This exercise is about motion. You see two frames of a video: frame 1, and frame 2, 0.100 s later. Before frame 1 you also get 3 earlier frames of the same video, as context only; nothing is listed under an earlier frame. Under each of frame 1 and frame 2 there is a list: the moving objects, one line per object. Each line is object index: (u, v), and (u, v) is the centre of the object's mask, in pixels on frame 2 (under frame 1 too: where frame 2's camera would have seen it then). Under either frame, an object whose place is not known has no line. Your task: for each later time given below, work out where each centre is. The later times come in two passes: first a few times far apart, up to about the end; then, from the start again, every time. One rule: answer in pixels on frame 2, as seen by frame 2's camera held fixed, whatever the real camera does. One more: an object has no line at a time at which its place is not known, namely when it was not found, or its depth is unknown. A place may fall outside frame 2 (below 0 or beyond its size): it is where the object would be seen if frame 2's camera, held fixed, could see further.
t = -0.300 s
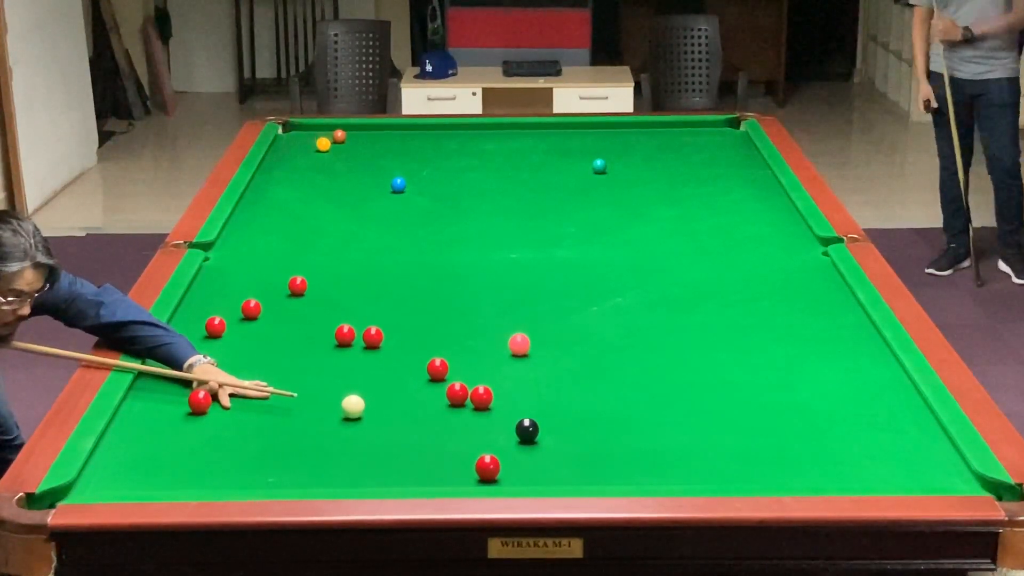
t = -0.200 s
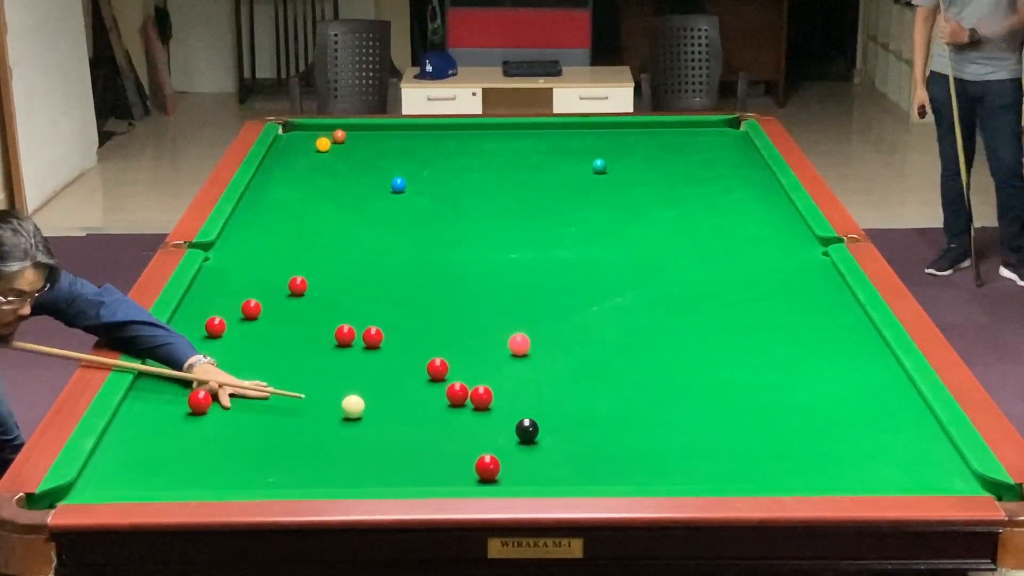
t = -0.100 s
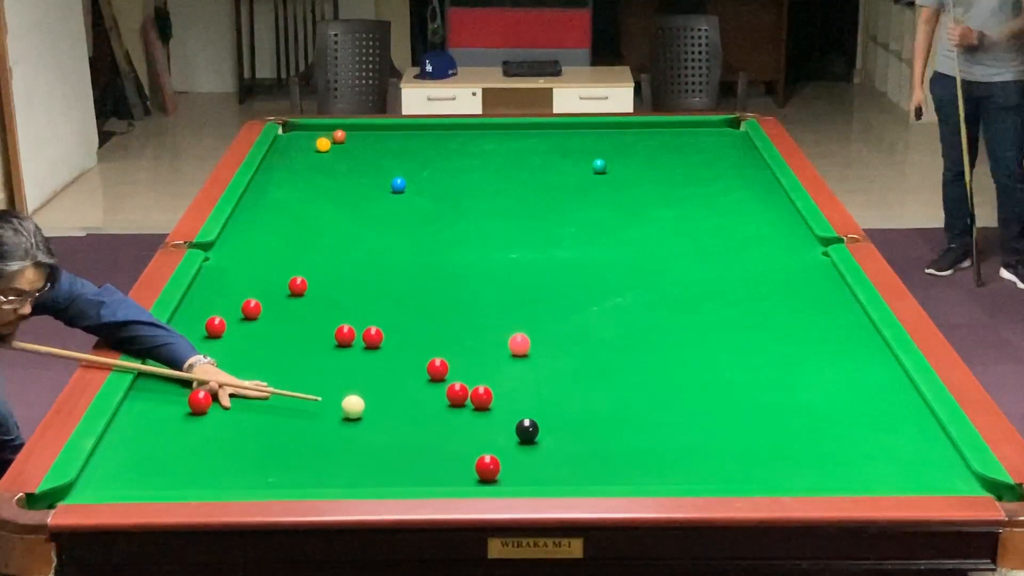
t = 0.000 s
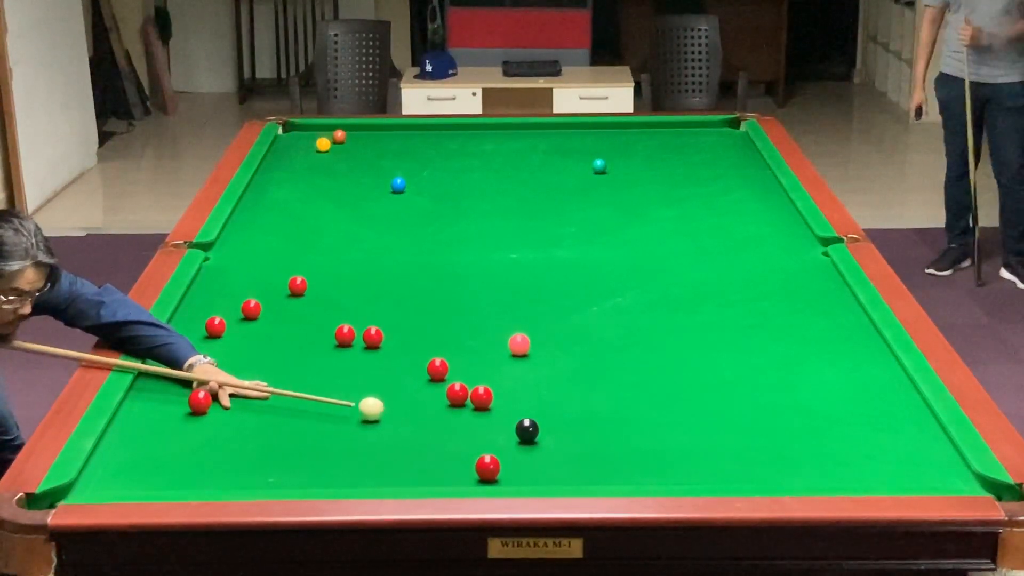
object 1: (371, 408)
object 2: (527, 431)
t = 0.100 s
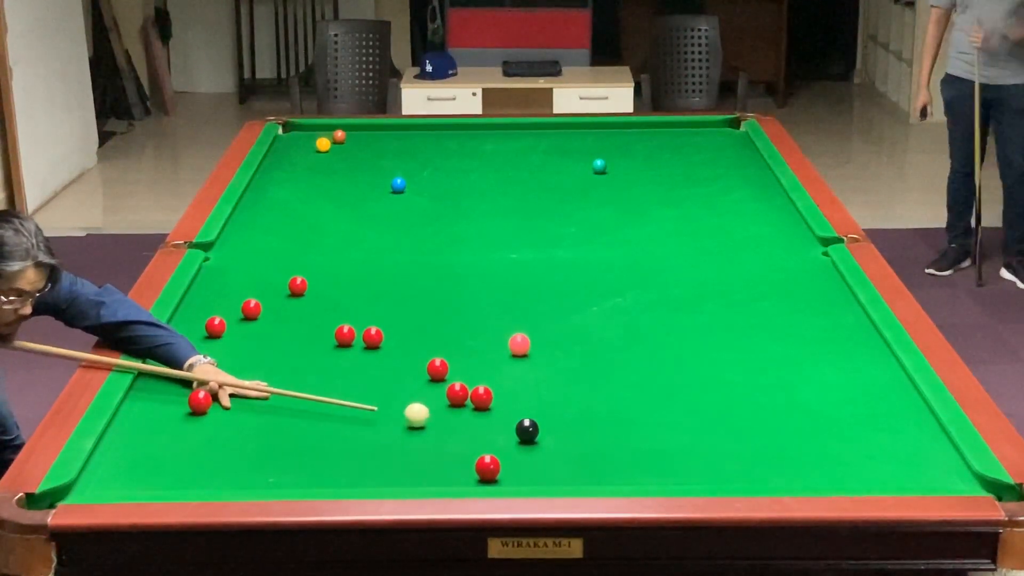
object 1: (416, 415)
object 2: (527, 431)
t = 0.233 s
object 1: (475, 423)
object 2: (527, 431)
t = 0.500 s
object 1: (518, 430)
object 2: (594, 440)
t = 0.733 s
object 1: (539, 434)
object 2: (661, 448)
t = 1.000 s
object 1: (561, 438)
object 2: (737, 458)
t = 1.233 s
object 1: (579, 441)
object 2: (803, 466)
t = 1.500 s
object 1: (597, 444)
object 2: (877, 474)
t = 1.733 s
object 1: (611, 446)
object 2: (942, 478)
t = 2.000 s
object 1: (625, 449)
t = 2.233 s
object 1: (635, 450)
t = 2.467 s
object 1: (644, 452)
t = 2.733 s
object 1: (651, 453)
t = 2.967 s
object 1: (654, 454)
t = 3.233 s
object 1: (657, 454)
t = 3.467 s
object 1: (657, 454)
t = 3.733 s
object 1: (657, 454)
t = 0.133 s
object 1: (431, 417)
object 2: (527, 431)
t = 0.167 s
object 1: (446, 419)
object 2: (527, 431)
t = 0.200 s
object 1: (460, 421)
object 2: (527, 431)
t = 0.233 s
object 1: (475, 423)
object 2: (527, 431)
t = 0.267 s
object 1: (489, 425)
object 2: (527, 431)
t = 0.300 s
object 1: (503, 427)
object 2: (527, 431)
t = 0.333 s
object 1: (504, 427)
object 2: (541, 433)
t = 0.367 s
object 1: (506, 427)
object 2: (553, 434)
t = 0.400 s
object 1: (508, 428)
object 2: (564, 436)
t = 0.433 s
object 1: (512, 429)
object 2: (575, 437)
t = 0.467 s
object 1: (515, 429)
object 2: (584, 438)
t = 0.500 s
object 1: (518, 430)
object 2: (594, 440)
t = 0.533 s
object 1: (521, 430)
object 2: (604, 441)
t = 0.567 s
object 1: (524, 431)
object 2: (613, 442)
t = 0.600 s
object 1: (527, 432)
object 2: (622, 443)
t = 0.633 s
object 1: (531, 432)
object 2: (632, 444)
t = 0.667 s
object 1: (533, 433)
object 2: (642, 445)
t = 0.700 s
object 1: (536, 433)
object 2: (651, 446)
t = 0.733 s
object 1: (539, 434)
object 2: (661, 448)
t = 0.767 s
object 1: (542, 434)
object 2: (670, 449)
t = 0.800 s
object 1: (545, 435)
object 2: (680, 451)
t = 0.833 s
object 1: (548, 436)
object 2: (690, 452)
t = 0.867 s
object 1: (550, 436)
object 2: (699, 453)
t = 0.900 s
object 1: (553, 437)
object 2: (708, 454)
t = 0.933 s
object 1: (556, 437)
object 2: (718, 455)
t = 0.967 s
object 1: (559, 438)
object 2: (727, 457)
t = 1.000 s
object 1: (561, 438)
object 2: (737, 458)
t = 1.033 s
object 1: (564, 439)
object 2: (746, 459)
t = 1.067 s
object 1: (566, 439)
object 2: (755, 460)
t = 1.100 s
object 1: (569, 440)
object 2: (765, 461)
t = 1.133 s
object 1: (571, 440)
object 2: (774, 462)
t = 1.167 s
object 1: (574, 440)
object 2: (784, 464)
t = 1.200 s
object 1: (576, 441)
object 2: (793, 465)
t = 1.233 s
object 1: (579, 441)
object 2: (803, 466)
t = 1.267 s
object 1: (581, 442)
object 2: (812, 467)
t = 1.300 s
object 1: (584, 442)
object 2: (821, 469)
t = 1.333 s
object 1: (586, 442)
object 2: (831, 470)
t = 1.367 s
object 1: (588, 443)
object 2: (840, 471)
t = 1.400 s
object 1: (590, 443)
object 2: (849, 472)
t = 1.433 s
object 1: (593, 443)
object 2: (859, 472)
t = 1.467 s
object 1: (595, 444)
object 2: (868, 473)
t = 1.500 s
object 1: (597, 444)
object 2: (877, 474)
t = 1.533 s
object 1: (599, 444)
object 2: (886, 475)
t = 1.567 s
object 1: (601, 445)
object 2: (895, 475)
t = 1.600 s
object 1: (603, 445)
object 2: (905, 476)
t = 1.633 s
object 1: (605, 446)
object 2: (914, 477)
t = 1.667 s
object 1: (607, 446)
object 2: (923, 477)
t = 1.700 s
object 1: (609, 446)
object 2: (932, 478)
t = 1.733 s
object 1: (611, 446)
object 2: (942, 478)
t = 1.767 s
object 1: (613, 447)
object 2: (951, 479)
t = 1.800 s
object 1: (615, 447)
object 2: (961, 481)
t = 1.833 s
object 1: (617, 447)
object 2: (970, 482)
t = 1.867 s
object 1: (618, 448)
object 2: (978, 485)
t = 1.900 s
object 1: (620, 448)
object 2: (988, 489)
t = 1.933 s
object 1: (622, 448)
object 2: (999, 495)
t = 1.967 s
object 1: (624, 448)
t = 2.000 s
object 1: (625, 449)
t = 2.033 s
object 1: (627, 449)
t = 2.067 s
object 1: (628, 449)
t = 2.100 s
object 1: (630, 449)
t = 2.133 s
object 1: (631, 450)
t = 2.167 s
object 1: (633, 450)
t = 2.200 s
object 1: (634, 450)
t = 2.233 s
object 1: (635, 450)
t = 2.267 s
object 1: (636, 451)
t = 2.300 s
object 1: (638, 451)
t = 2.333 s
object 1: (639, 451)
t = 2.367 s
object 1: (640, 451)
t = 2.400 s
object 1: (641, 451)
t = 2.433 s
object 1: (643, 451)
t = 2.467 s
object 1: (644, 452)
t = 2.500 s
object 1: (645, 452)
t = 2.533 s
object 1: (646, 452)
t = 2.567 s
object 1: (647, 452)
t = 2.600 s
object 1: (647, 452)
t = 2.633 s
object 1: (648, 452)
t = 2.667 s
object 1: (649, 453)
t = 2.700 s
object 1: (650, 453)
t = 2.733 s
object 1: (651, 453)
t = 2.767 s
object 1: (651, 453)
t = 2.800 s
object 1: (652, 453)
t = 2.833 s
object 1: (652, 453)
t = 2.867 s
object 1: (653, 453)
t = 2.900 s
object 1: (653, 453)
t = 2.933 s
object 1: (654, 454)
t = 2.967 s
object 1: (654, 454)
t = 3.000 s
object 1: (655, 453)
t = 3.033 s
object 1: (655, 454)
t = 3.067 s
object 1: (655, 454)
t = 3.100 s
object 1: (656, 454)
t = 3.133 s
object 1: (656, 454)
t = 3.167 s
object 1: (656, 454)
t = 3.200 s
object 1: (656, 454)
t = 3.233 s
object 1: (657, 454)
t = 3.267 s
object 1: (657, 454)
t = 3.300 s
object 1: (657, 454)
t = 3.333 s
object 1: (657, 454)
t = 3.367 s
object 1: (657, 454)
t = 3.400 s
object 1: (657, 454)
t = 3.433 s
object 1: (657, 454)
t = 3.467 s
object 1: (657, 454)
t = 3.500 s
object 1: (657, 454)
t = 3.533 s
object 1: (657, 454)
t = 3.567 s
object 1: (657, 454)
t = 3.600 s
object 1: (657, 454)
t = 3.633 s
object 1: (657, 454)
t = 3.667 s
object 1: (657, 454)
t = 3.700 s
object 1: (657, 454)
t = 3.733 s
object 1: (657, 454)
